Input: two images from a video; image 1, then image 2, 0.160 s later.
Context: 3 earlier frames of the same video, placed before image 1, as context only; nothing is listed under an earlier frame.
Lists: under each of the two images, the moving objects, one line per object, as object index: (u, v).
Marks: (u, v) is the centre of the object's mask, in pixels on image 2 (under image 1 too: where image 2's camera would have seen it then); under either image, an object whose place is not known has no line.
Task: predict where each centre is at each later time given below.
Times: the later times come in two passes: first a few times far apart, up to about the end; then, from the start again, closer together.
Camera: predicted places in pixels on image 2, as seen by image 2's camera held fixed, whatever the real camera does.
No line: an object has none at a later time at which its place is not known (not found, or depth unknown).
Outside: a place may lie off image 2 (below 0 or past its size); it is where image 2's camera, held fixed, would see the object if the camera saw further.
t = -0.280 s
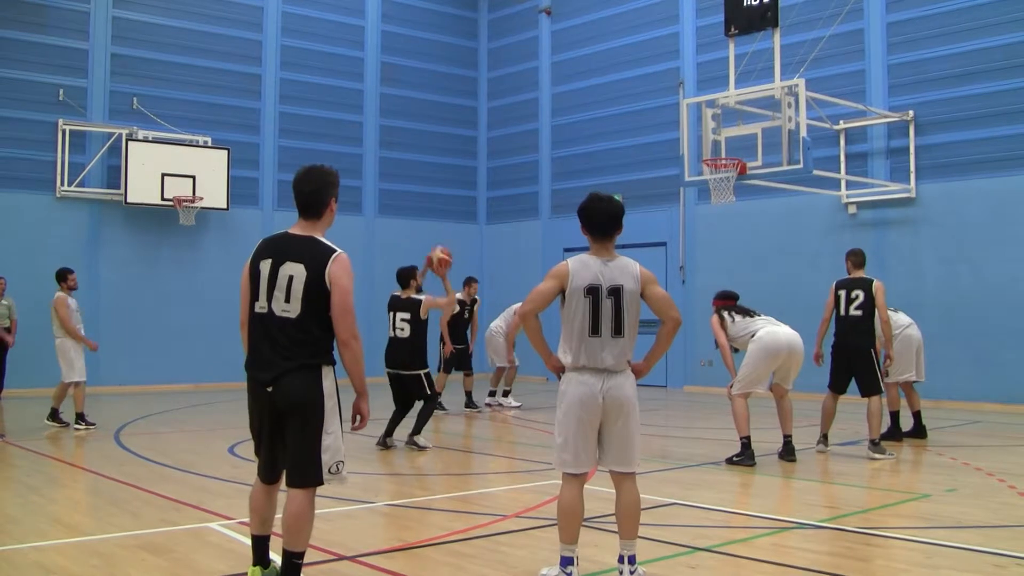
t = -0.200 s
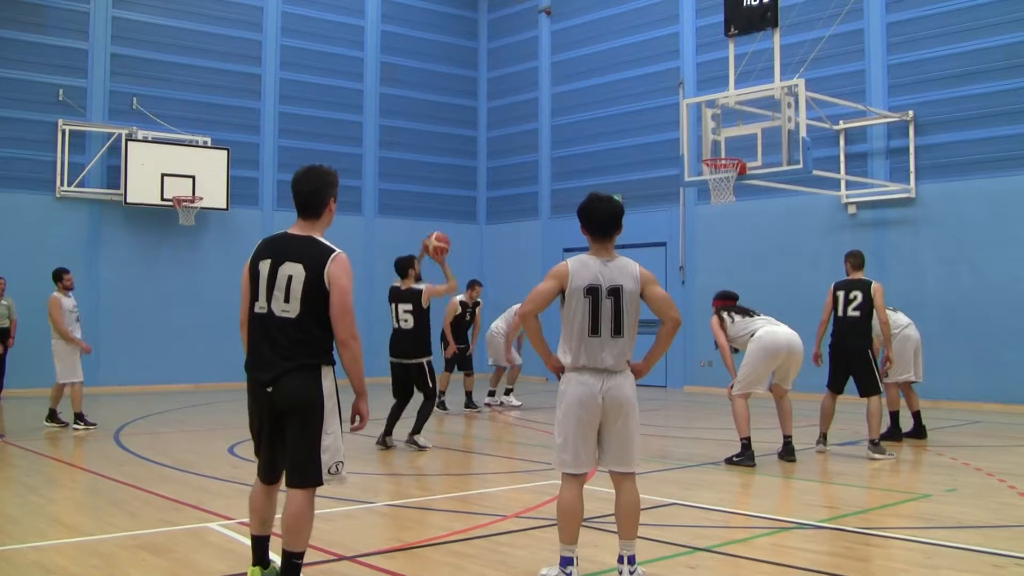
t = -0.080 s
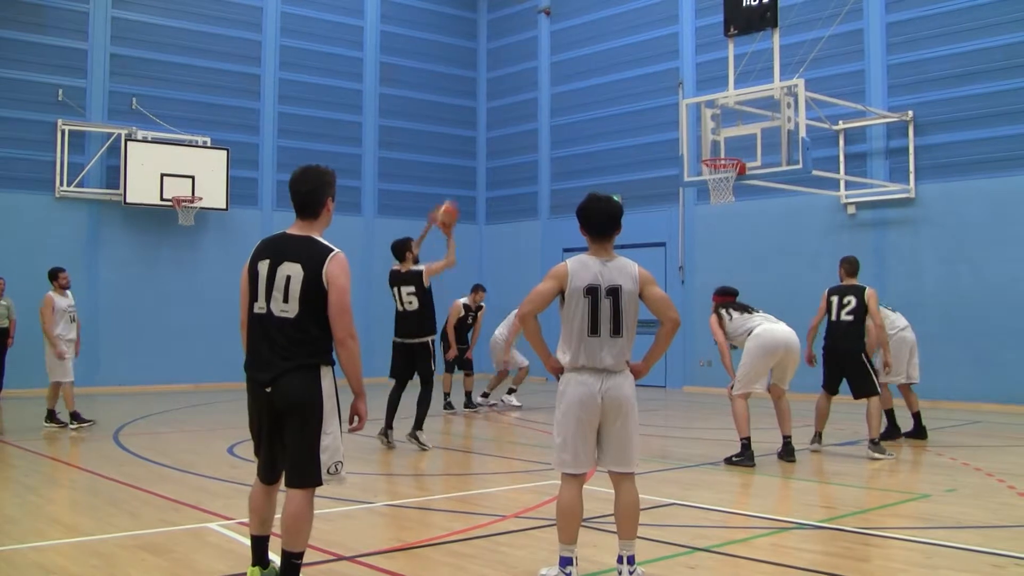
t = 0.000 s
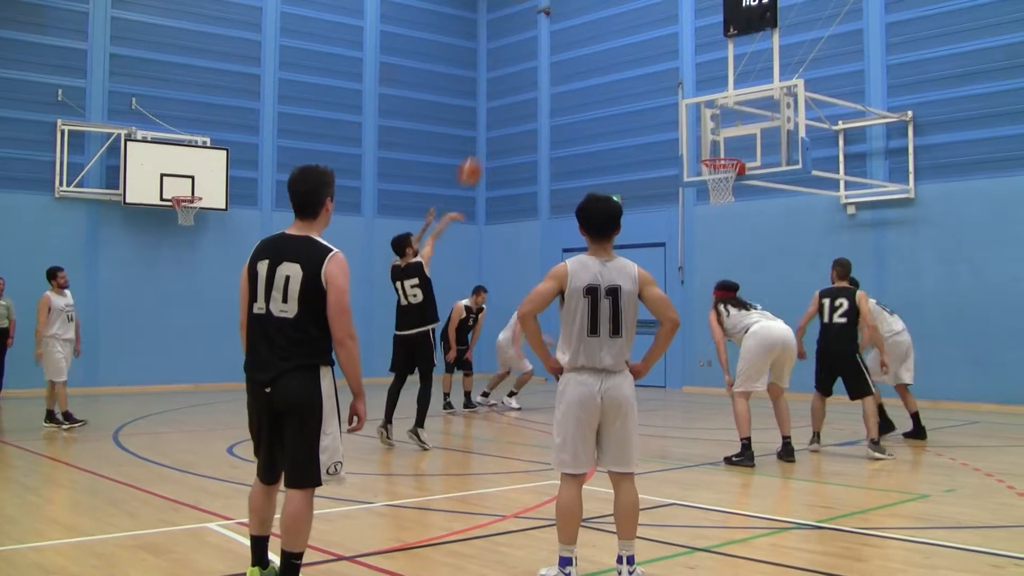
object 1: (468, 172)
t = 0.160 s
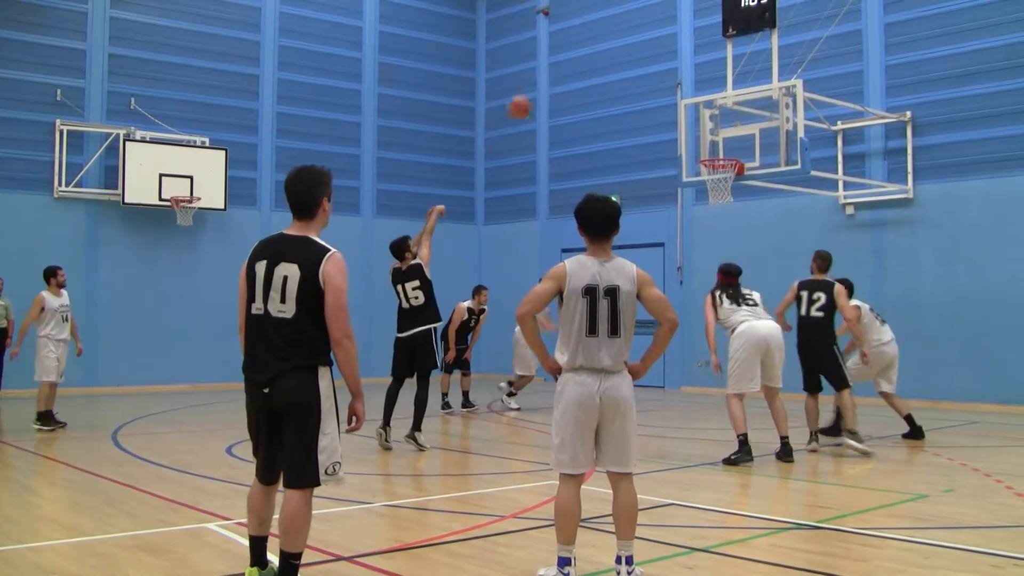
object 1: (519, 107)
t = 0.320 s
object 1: (566, 72)
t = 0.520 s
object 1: (617, 63)
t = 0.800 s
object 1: (683, 108)
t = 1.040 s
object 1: (718, 139)
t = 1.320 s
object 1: (734, 149)
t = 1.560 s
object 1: (722, 170)
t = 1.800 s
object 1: (711, 203)
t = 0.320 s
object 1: (566, 72)
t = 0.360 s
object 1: (576, 68)
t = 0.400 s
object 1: (586, 65)
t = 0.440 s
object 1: (597, 62)
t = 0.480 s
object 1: (607, 62)
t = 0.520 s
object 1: (617, 63)
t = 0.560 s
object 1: (627, 66)
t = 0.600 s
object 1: (636, 70)
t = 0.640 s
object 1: (645, 75)
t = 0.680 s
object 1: (656, 81)
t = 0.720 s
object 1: (664, 88)
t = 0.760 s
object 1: (674, 98)
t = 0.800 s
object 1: (683, 108)
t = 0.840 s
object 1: (691, 119)
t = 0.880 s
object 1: (699, 132)
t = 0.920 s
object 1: (709, 145)
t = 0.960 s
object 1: (713, 147)
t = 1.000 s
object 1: (715, 143)
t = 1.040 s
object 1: (718, 139)
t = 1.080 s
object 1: (720, 138)
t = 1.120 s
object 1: (723, 137)
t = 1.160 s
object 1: (725, 137)
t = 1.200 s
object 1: (728, 138)
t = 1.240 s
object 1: (731, 141)
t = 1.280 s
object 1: (734, 147)
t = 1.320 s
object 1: (734, 149)
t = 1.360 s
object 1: (732, 150)
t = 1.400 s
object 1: (731, 151)
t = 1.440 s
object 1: (730, 154)
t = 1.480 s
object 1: (727, 156)
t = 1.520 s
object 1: (723, 162)
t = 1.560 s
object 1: (722, 170)
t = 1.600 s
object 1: (721, 176)
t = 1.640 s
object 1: (717, 184)
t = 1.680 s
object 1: (715, 189)
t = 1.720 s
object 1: (714, 192)
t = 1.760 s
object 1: (713, 198)
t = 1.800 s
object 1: (711, 203)
